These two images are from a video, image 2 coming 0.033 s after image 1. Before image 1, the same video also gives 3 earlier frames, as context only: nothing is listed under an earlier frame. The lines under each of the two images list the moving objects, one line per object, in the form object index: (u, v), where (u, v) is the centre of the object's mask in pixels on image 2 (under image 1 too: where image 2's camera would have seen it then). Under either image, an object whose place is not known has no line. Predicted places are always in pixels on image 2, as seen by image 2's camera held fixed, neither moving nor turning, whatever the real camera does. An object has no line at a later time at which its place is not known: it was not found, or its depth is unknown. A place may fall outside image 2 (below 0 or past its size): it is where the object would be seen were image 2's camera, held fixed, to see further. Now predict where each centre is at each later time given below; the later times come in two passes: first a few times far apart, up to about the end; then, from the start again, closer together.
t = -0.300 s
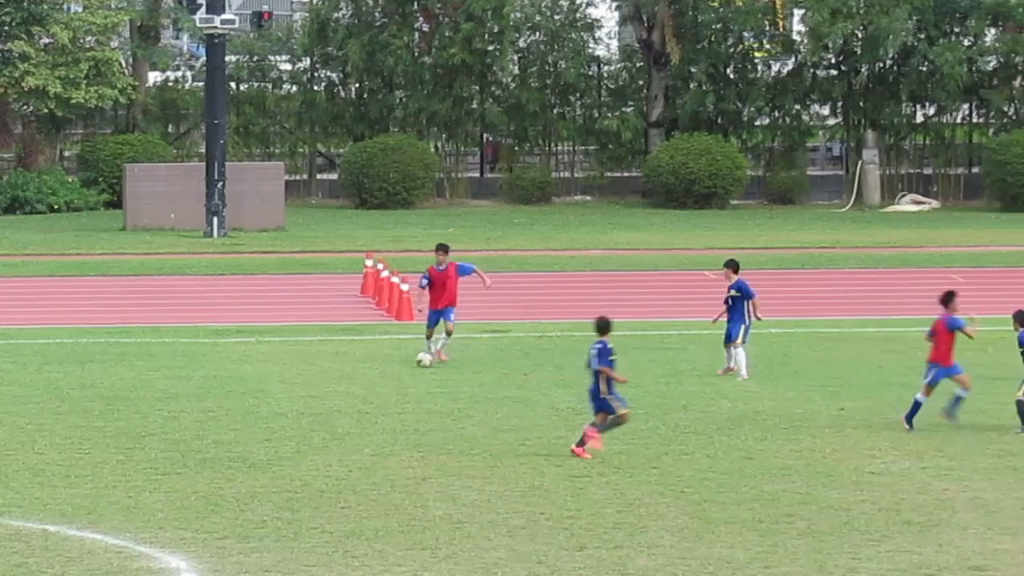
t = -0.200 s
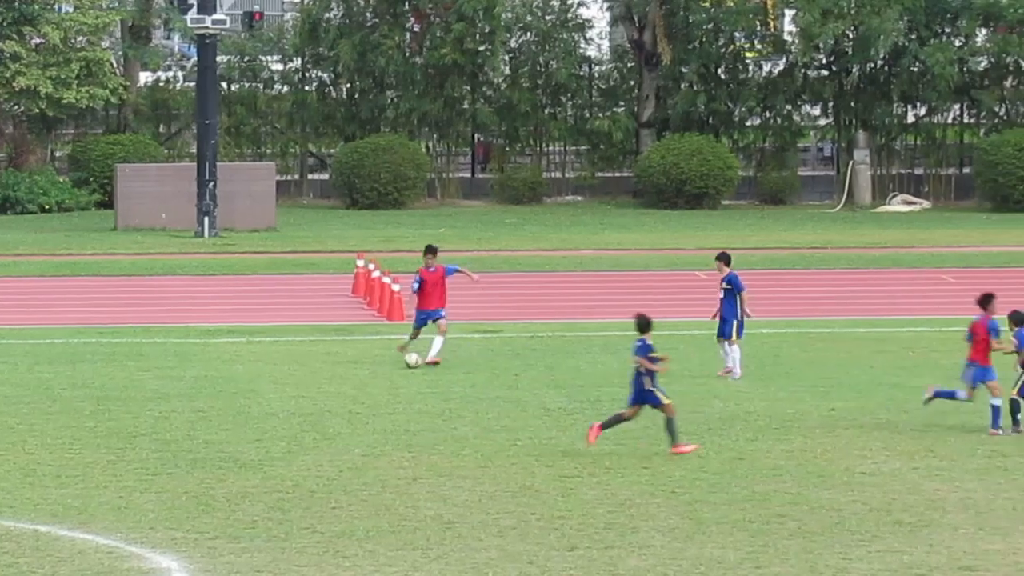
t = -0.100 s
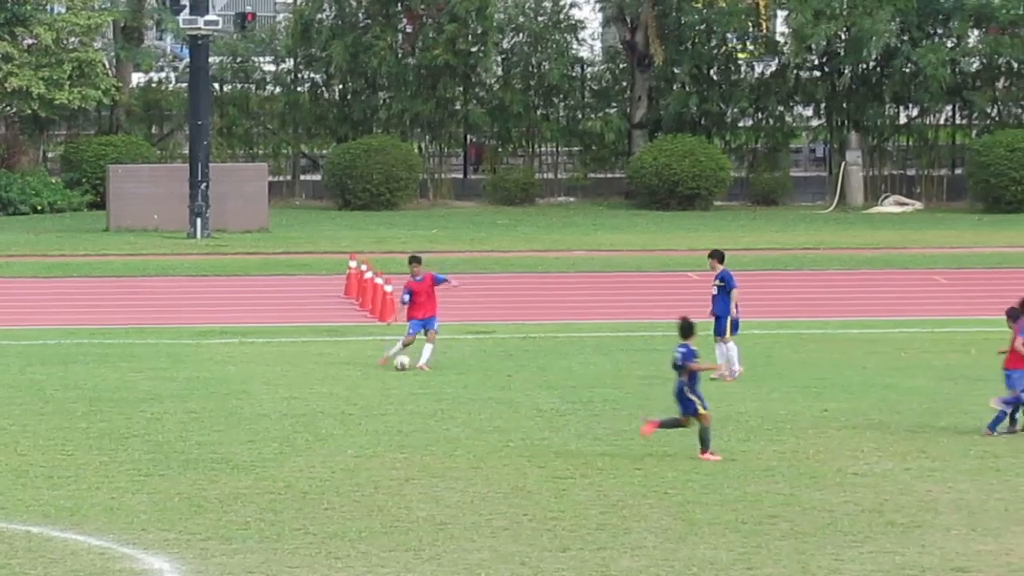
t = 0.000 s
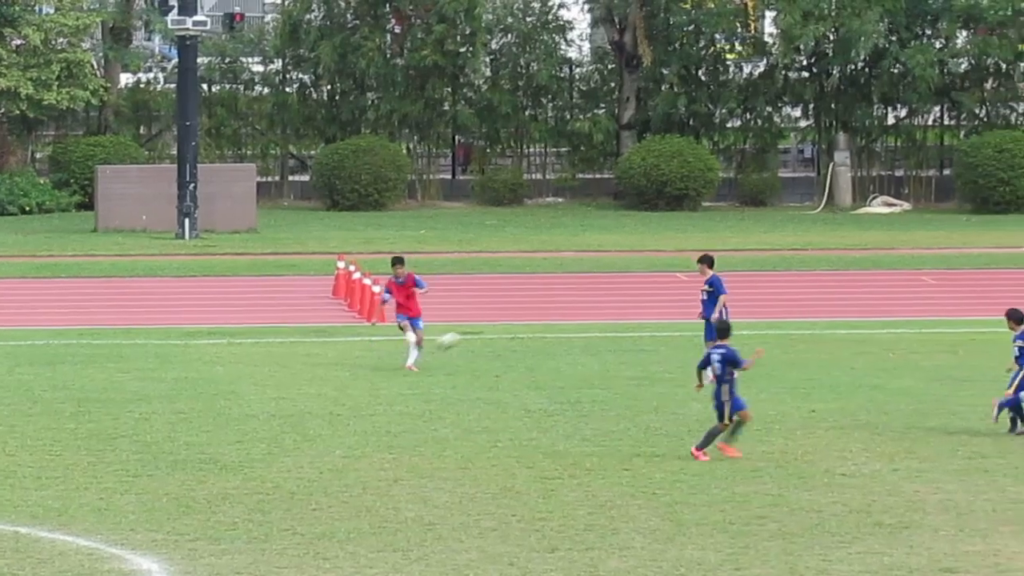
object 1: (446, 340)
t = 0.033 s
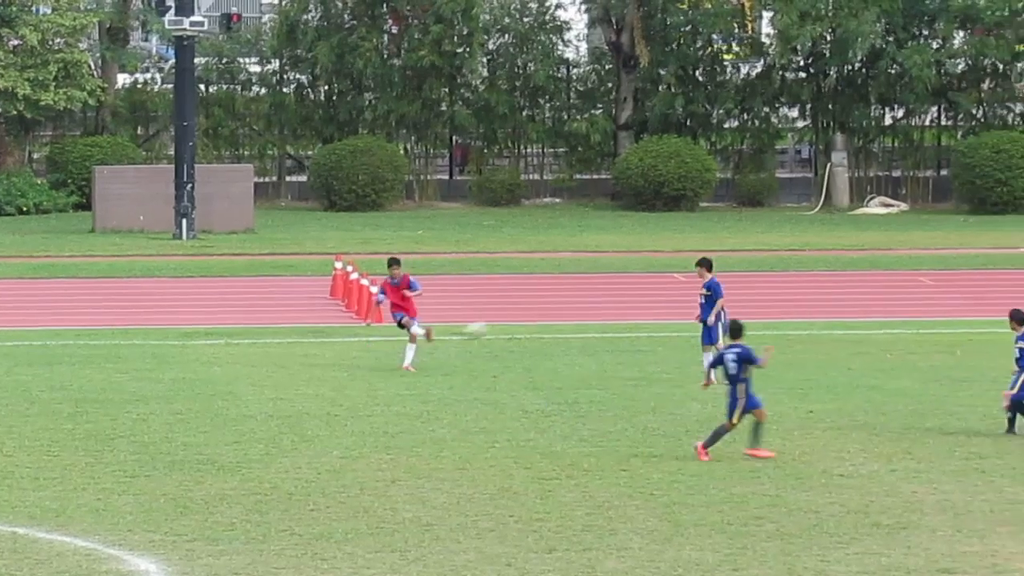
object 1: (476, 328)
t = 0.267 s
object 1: (697, 264)
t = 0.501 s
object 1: (922, 230)
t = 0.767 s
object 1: (1217, 235)
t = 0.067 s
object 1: (508, 318)
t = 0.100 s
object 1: (538, 307)
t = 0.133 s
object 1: (570, 298)
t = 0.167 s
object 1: (602, 288)
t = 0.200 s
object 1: (632, 281)
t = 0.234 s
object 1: (665, 273)
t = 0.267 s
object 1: (697, 264)
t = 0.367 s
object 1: (792, 247)
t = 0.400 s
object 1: (823, 242)
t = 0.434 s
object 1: (856, 238)
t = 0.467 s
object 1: (888, 233)
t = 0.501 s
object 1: (922, 230)
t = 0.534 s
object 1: (958, 228)
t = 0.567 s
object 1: (993, 227)
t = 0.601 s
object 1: (1029, 226)
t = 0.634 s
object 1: (1065, 226)
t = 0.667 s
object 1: (1102, 227)
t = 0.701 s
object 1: (1140, 228)
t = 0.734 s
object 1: (1179, 231)
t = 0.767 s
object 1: (1217, 235)
